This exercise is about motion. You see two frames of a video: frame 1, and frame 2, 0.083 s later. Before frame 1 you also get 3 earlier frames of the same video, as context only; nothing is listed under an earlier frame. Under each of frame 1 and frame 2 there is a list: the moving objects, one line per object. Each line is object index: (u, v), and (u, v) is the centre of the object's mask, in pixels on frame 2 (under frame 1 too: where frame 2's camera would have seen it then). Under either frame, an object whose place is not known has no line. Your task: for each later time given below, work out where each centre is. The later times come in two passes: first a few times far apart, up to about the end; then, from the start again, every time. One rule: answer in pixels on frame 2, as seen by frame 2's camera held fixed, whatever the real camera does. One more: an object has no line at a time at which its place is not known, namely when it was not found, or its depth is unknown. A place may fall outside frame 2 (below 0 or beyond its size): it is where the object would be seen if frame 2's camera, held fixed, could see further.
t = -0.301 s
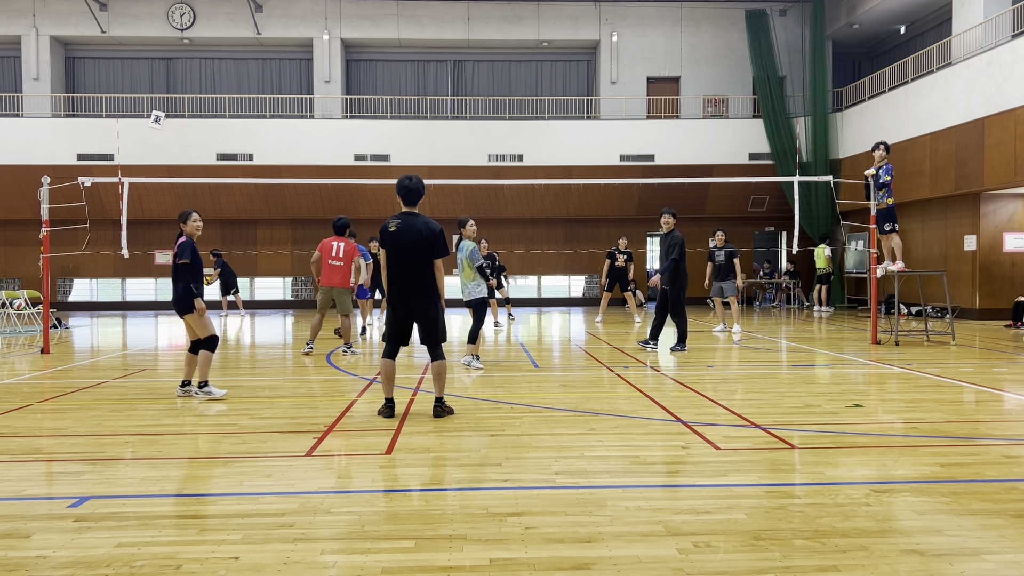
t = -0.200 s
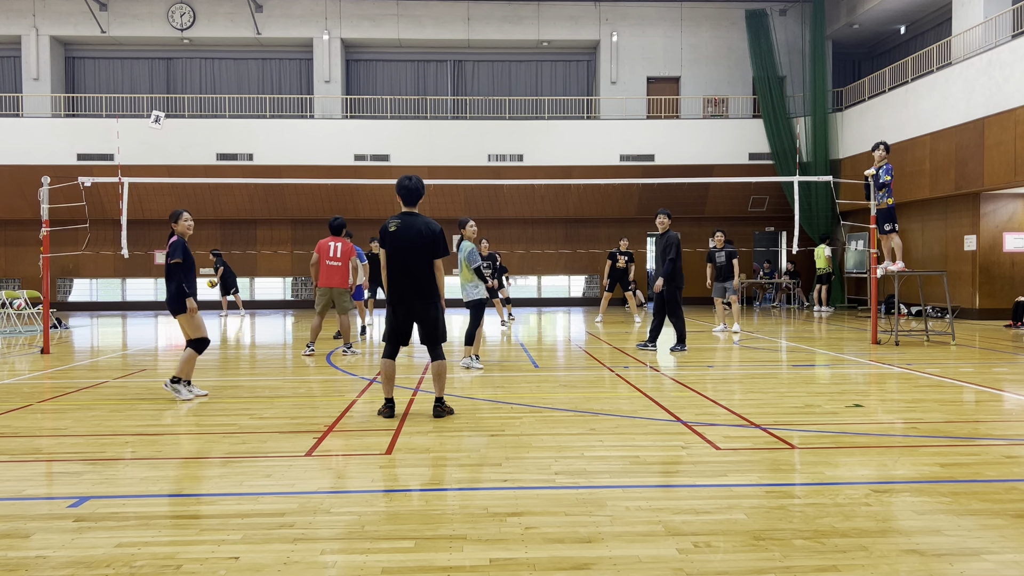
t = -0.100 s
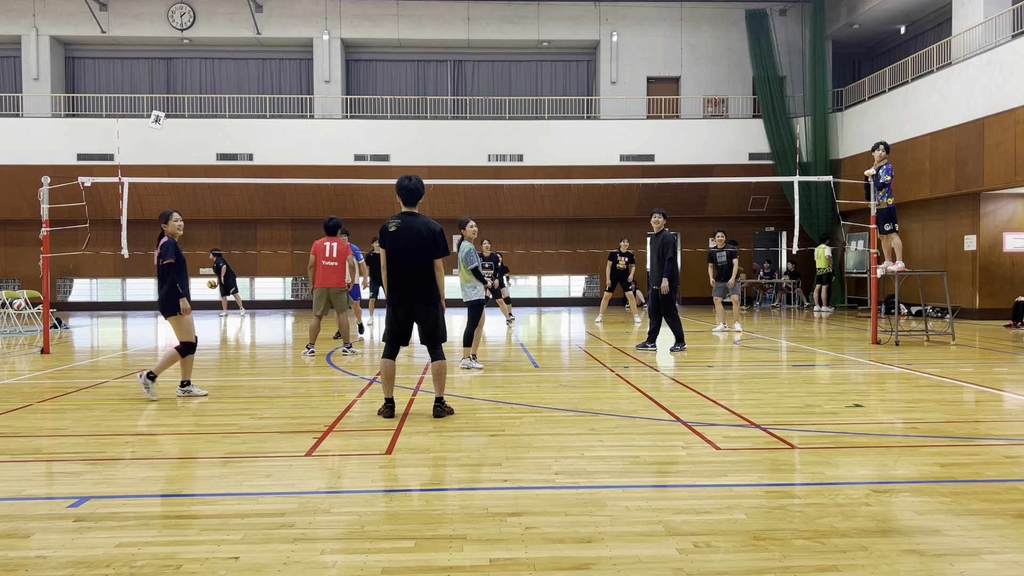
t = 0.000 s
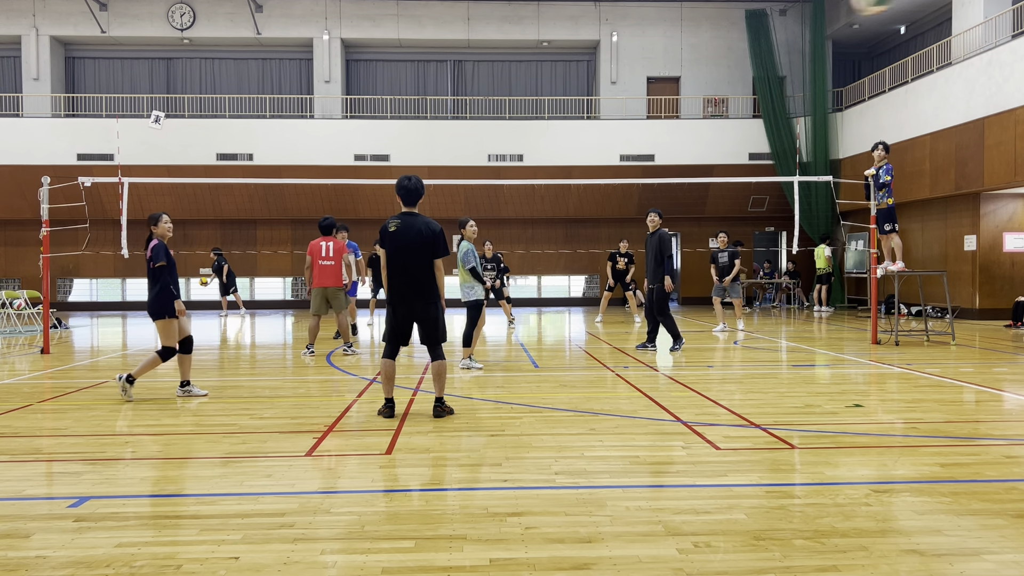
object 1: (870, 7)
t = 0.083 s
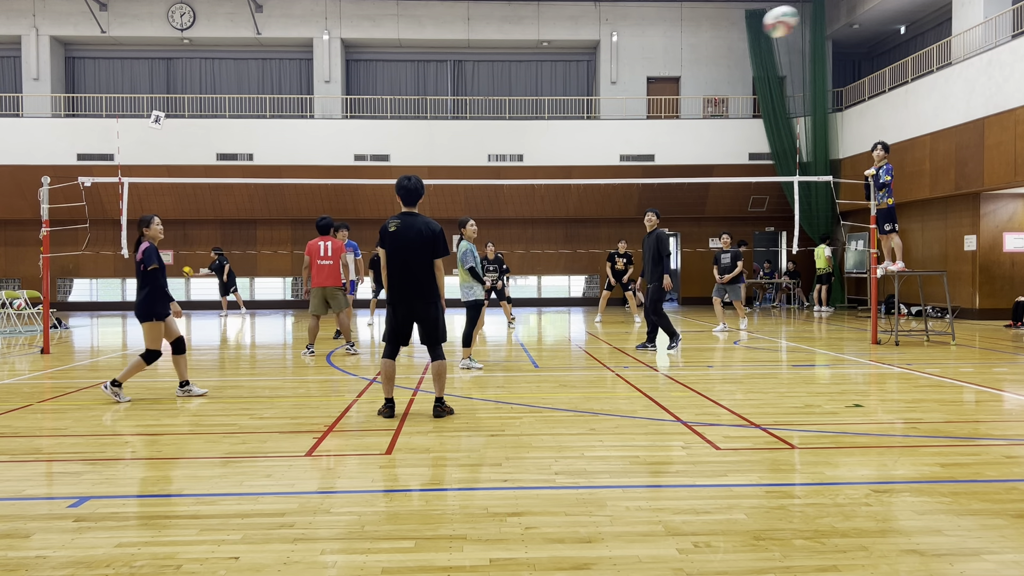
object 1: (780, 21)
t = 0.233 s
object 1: (683, 63)
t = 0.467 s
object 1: (609, 131)
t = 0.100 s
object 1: (766, 26)
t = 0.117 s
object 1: (753, 31)
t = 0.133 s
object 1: (741, 36)
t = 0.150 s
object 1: (729, 40)
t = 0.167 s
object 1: (719, 45)
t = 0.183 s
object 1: (709, 49)
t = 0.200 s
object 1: (700, 54)
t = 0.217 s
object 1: (691, 58)
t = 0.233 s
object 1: (683, 63)
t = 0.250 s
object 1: (675, 68)
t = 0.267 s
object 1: (668, 73)
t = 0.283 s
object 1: (662, 78)
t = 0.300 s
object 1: (656, 82)
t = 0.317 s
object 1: (650, 87)
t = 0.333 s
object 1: (644, 92)
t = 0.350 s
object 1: (639, 96)
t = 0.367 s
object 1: (633, 101)
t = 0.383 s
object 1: (629, 106)
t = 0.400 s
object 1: (624, 111)
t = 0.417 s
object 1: (620, 115)
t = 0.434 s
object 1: (616, 120)
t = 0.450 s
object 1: (613, 124)
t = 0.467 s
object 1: (609, 131)
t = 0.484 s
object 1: (606, 135)
